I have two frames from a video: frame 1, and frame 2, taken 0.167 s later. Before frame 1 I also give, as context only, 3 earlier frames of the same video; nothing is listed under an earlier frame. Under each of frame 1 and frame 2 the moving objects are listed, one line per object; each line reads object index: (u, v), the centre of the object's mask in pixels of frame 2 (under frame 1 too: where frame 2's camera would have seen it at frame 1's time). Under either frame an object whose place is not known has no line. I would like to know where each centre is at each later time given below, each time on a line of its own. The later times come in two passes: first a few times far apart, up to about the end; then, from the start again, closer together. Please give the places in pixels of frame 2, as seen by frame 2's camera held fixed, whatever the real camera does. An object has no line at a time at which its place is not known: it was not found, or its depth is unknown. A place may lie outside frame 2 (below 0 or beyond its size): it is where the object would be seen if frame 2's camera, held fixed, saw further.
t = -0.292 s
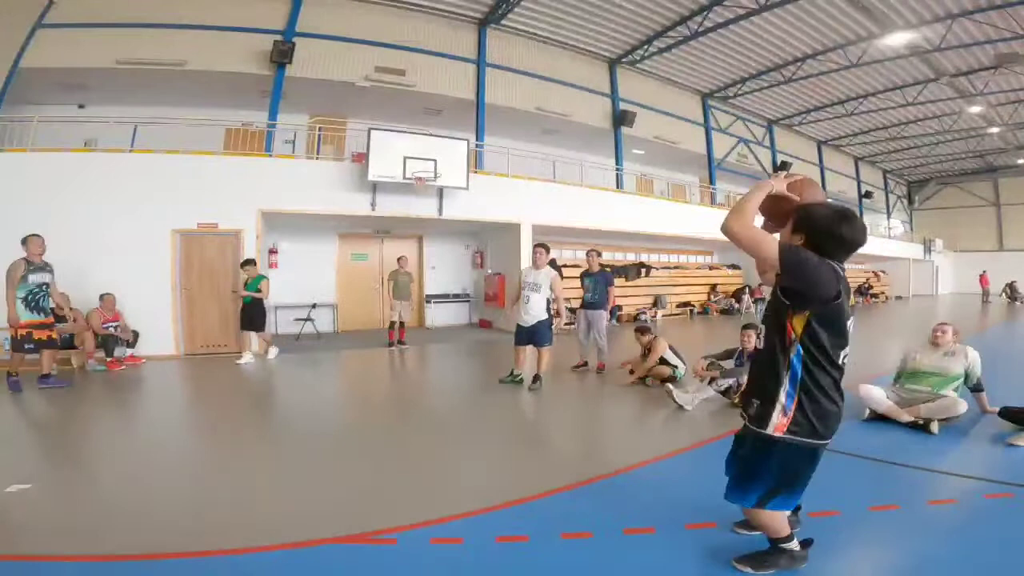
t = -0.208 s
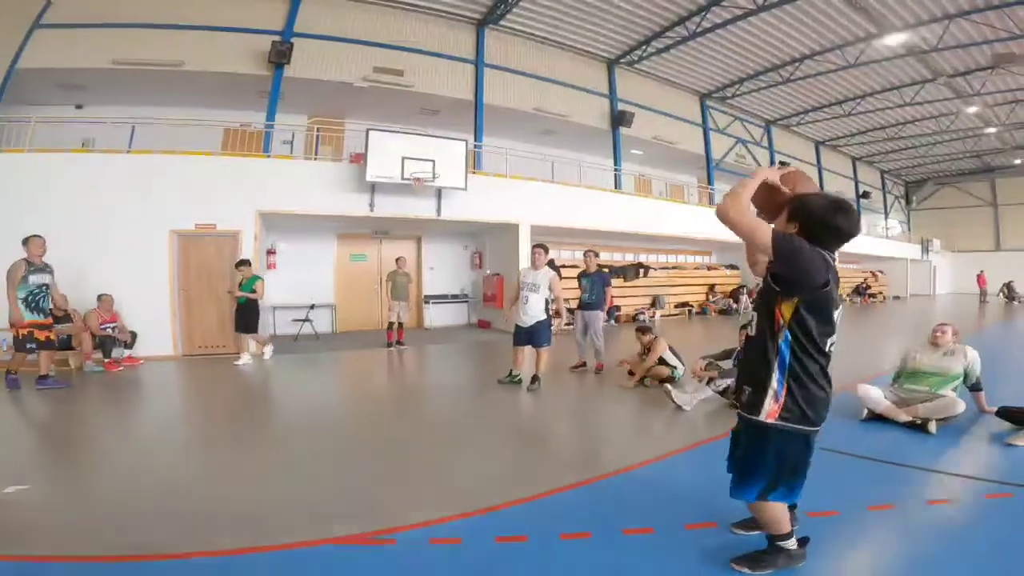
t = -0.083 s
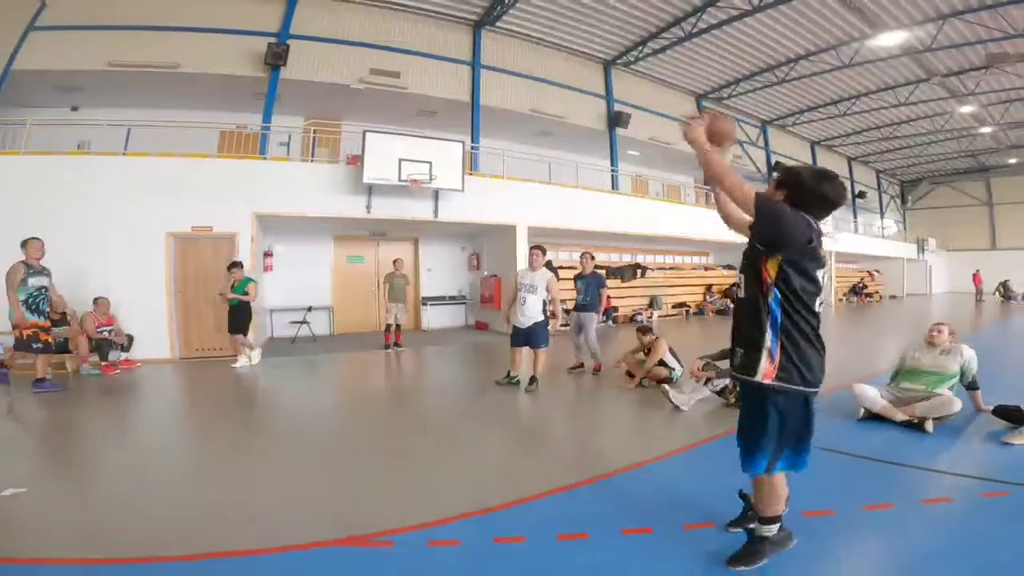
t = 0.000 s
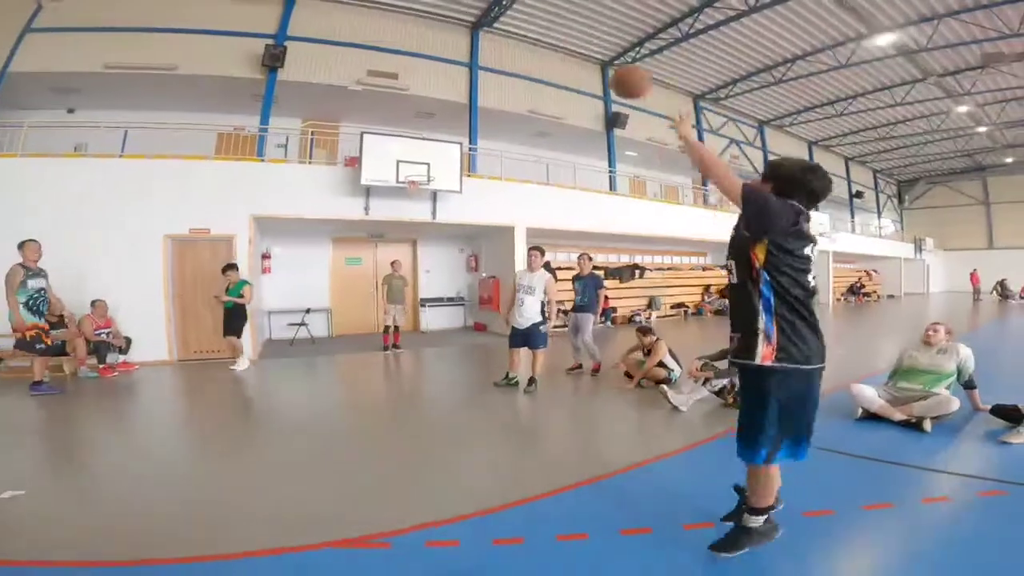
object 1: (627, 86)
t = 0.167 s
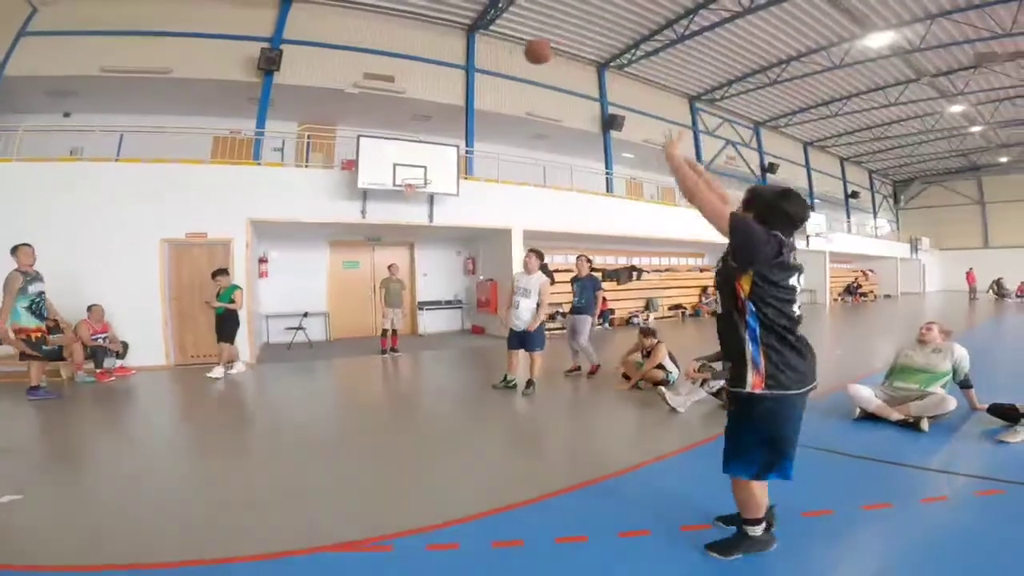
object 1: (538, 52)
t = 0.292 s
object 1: (499, 52)
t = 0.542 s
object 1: (451, 80)
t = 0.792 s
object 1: (421, 127)
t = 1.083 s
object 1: (405, 163)
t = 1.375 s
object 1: (412, 145)
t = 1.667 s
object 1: (420, 176)
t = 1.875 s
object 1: (427, 249)
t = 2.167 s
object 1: (443, 375)
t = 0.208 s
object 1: (524, 50)
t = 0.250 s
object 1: (510, 50)
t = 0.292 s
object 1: (499, 52)
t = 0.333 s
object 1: (489, 54)
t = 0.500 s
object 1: (457, 72)
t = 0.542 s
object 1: (451, 80)
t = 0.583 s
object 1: (445, 86)
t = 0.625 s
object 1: (440, 94)
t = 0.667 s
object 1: (435, 102)
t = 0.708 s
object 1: (429, 110)
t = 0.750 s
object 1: (425, 119)
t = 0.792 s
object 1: (421, 127)
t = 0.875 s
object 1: (413, 149)
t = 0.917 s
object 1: (410, 160)
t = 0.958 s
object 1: (405, 171)
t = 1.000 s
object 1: (402, 176)
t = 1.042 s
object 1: (403, 170)
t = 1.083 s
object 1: (405, 163)
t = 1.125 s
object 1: (406, 158)
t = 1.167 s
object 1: (407, 154)
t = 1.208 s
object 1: (408, 150)
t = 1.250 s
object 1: (409, 147)
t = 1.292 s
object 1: (410, 146)
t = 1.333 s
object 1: (411, 145)
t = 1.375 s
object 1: (412, 145)
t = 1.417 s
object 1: (413, 145)
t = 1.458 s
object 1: (414, 147)
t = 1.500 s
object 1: (415, 150)
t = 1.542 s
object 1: (416, 155)
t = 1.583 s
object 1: (417, 160)
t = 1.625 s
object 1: (418, 168)
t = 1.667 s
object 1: (420, 176)
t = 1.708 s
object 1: (421, 187)
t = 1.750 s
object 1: (421, 199)
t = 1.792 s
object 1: (422, 213)
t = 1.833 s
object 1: (425, 230)
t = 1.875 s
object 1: (427, 249)
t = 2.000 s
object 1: (434, 324)
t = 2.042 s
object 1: (437, 353)
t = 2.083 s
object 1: (441, 385)
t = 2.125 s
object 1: (442, 395)
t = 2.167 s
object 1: (443, 375)
